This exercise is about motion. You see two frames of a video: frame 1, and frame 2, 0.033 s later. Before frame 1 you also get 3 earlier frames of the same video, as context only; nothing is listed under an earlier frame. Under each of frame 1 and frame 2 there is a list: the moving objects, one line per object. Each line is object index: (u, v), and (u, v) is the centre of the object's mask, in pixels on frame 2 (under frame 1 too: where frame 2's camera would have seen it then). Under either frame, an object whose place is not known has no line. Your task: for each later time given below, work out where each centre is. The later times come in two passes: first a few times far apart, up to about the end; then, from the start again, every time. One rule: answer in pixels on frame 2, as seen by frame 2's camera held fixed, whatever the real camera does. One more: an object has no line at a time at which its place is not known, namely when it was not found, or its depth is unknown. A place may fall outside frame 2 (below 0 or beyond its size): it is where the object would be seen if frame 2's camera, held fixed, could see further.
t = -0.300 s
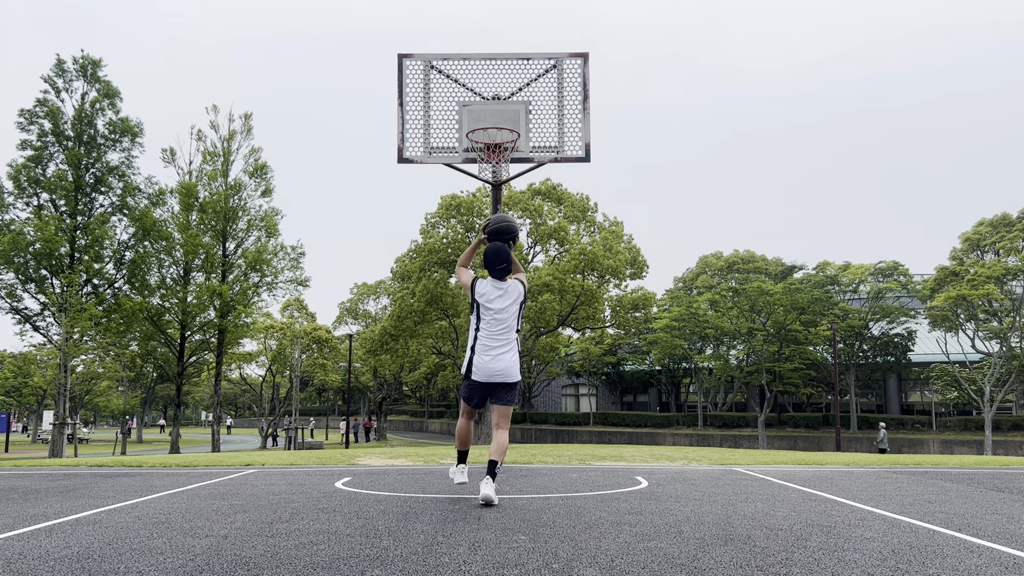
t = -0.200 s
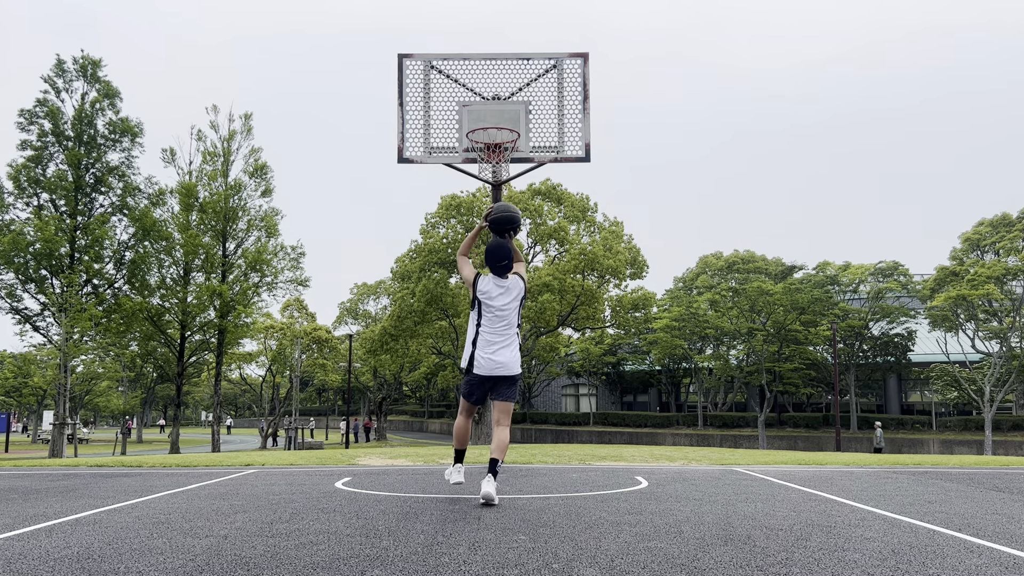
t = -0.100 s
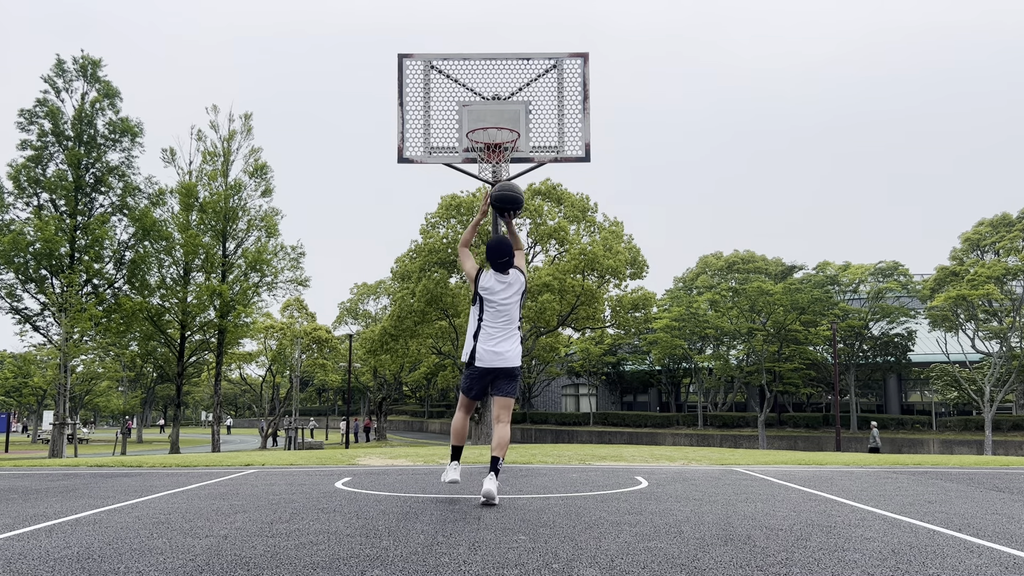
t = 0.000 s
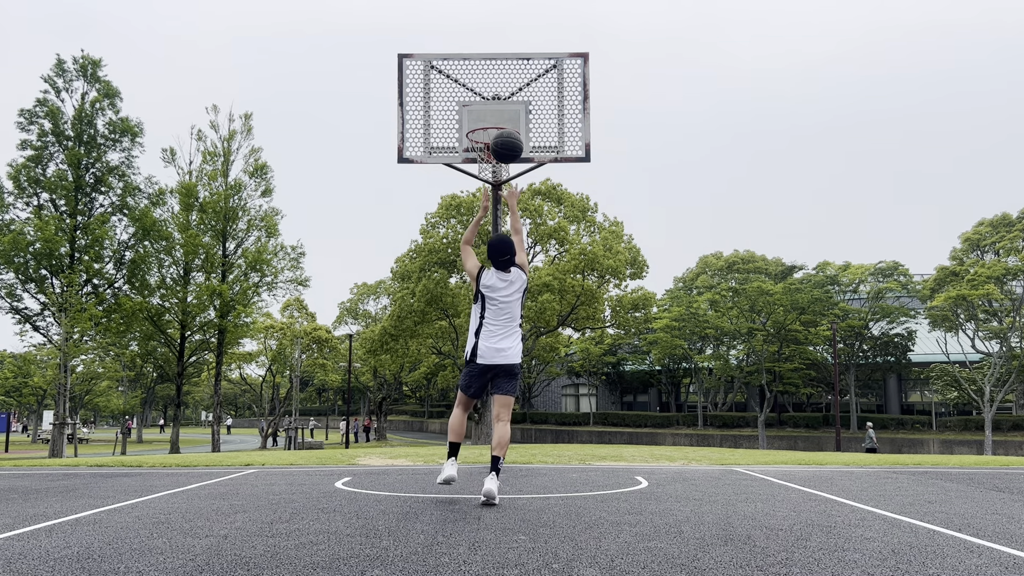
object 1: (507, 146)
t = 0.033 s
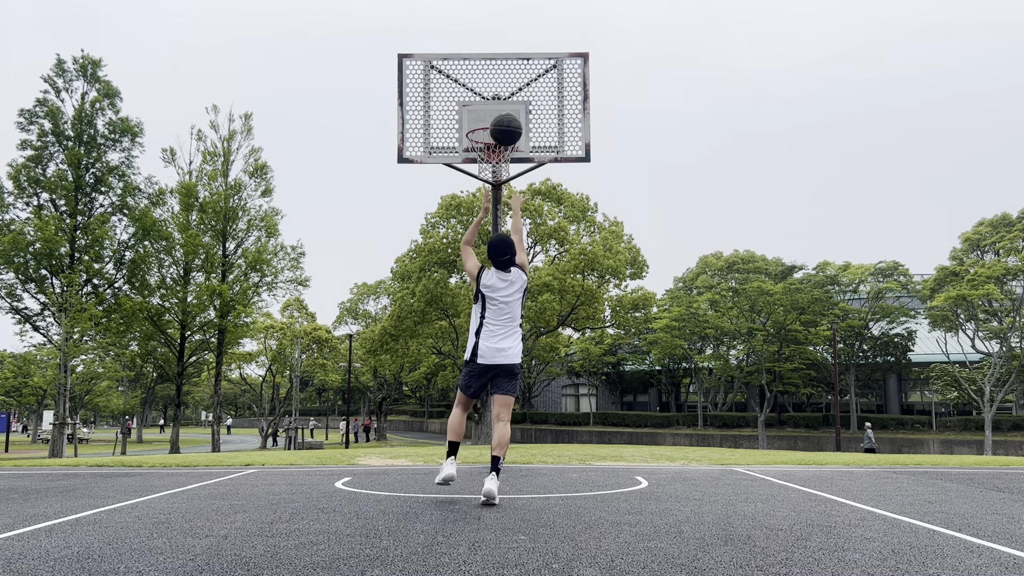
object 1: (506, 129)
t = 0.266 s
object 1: (502, 56)
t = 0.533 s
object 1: (499, 62)
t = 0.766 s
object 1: (495, 127)
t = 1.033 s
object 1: (491, 178)
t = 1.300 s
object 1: (484, 257)
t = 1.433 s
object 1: (475, 328)
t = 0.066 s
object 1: (505, 114)
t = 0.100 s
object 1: (505, 100)
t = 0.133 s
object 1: (504, 88)
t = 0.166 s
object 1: (503, 78)
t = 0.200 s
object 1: (503, 69)
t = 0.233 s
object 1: (502, 62)
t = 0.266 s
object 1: (502, 56)
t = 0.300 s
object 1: (501, 52)
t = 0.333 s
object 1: (501, 50)
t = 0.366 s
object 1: (501, 49)
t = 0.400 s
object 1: (500, 49)
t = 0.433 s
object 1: (500, 50)
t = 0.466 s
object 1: (499, 53)
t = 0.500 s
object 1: (499, 57)
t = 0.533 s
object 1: (499, 62)
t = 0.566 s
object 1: (498, 68)
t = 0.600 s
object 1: (498, 75)
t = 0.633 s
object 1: (497, 84)
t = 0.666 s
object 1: (497, 93)
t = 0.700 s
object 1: (496, 104)
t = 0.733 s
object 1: (496, 114)
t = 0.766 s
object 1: (495, 127)
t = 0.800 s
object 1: (496, 141)
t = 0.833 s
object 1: (495, 153)
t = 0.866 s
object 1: (495, 173)
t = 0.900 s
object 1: (494, 169)
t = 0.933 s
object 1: (493, 169)
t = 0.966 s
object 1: (493, 171)
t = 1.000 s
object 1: (492, 174)
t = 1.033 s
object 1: (491, 178)
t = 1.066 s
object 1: (490, 183)
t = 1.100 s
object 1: (489, 190)
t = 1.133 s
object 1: (488, 198)
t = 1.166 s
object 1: (488, 207)
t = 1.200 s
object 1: (487, 218)
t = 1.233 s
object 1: (486, 230)
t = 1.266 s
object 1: (485, 243)
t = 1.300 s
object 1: (484, 257)
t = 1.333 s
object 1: (483, 273)
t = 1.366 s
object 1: (481, 290)
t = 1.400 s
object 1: (478, 308)
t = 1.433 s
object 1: (475, 328)
